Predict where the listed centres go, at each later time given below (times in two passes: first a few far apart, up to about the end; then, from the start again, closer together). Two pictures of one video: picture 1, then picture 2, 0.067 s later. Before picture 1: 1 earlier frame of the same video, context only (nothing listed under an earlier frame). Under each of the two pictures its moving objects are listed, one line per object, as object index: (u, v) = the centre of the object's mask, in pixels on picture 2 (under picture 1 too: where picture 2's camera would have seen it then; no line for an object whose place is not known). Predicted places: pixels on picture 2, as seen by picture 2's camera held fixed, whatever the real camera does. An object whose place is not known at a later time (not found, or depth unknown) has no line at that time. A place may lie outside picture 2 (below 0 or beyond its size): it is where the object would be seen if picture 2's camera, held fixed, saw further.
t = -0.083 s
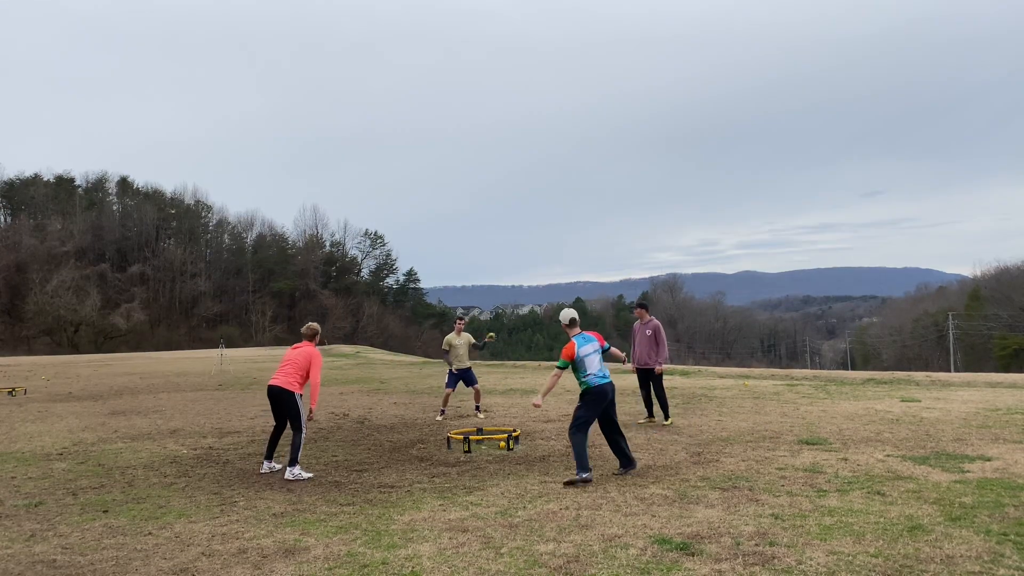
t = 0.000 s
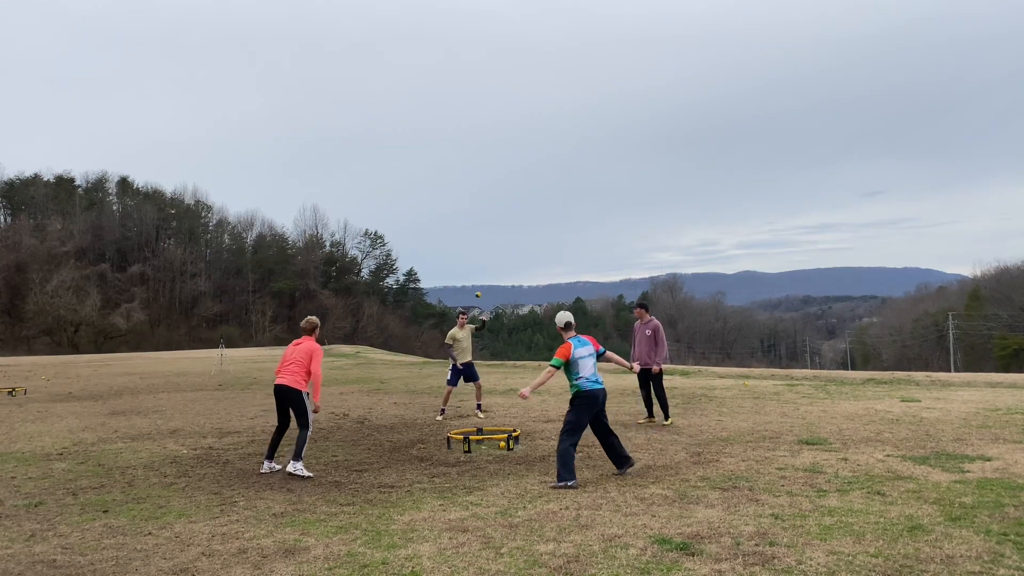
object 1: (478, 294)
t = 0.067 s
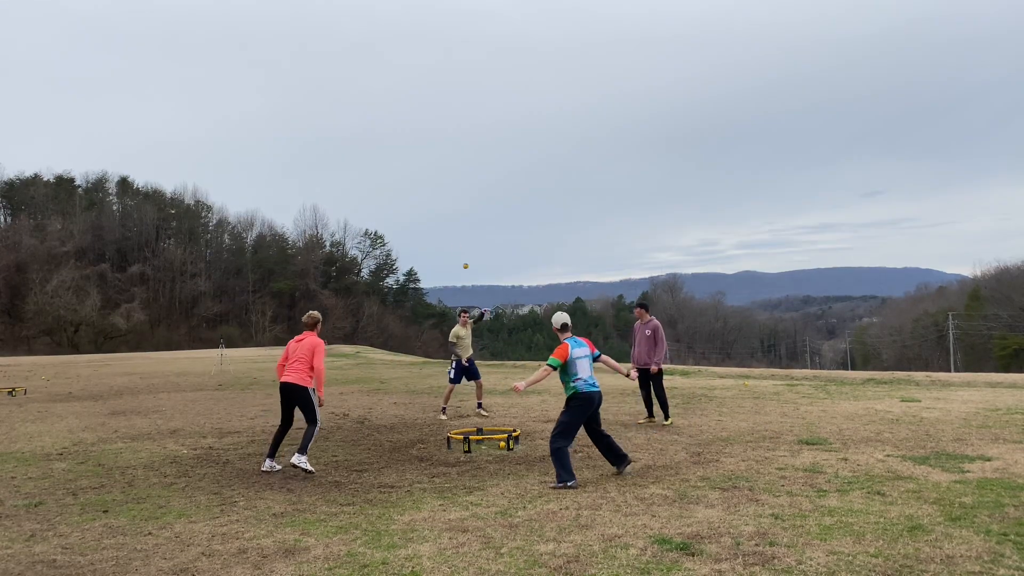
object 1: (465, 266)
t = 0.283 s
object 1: (427, 190)
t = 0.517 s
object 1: (388, 139)
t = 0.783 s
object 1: (344, 123)
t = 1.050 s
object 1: (303, 151)
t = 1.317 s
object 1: (263, 227)
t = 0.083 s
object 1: (462, 259)
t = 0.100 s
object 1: (459, 252)
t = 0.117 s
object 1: (457, 246)
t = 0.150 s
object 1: (450, 233)
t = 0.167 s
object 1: (448, 227)
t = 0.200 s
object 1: (442, 216)
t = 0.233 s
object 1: (436, 205)
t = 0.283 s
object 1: (427, 190)
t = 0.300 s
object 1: (424, 185)
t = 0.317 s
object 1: (422, 180)
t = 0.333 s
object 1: (419, 176)
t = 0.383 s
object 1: (410, 164)
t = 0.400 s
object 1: (407, 160)
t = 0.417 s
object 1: (404, 157)
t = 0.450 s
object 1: (399, 150)
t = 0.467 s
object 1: (396, 147)
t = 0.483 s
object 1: (393, 144)
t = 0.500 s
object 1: (390, 142)
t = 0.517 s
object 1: (388, 139)
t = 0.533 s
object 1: (385, 137)
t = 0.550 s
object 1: (382, 135)
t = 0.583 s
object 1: (376, 131)
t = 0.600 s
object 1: (374, 129)
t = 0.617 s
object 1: (371, 128)
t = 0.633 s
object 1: (368, 126)
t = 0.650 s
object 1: (366, 125)
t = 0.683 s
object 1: (360, 124)
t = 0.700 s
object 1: (358, 123)
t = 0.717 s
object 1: (355, 122)
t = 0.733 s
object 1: (352, 122)
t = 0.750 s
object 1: (350, 122)
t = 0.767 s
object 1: (347, 122)
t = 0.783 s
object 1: (344, 123)
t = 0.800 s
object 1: (342, 123)
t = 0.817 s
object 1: (339, 124)
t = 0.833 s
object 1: (336, 125)
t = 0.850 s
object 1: (334, 126)
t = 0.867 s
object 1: (331, 127)
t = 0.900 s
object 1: (326, 129)
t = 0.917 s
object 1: (323, 131)
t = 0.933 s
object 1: (321, 133)
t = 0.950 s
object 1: (318, 135)
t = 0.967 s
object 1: (315, 137)
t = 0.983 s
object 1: (313, 140)
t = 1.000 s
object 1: (310, 142)
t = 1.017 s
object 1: (308, 145)
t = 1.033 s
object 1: (305, 148)
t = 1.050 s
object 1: (303, 151)
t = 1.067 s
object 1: (300, 155)
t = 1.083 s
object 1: (298, 158)
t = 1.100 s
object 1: (295, 162)
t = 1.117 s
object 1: (292, 166)
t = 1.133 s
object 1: (290, 170)
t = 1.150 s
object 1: (287, 174)
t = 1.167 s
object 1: (285, 178)
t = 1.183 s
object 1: (282, 183)
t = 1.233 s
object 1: (275, 198)
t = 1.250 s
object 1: (273, 203)
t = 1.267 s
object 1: (270, 209)
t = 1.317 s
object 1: (263, 227)
